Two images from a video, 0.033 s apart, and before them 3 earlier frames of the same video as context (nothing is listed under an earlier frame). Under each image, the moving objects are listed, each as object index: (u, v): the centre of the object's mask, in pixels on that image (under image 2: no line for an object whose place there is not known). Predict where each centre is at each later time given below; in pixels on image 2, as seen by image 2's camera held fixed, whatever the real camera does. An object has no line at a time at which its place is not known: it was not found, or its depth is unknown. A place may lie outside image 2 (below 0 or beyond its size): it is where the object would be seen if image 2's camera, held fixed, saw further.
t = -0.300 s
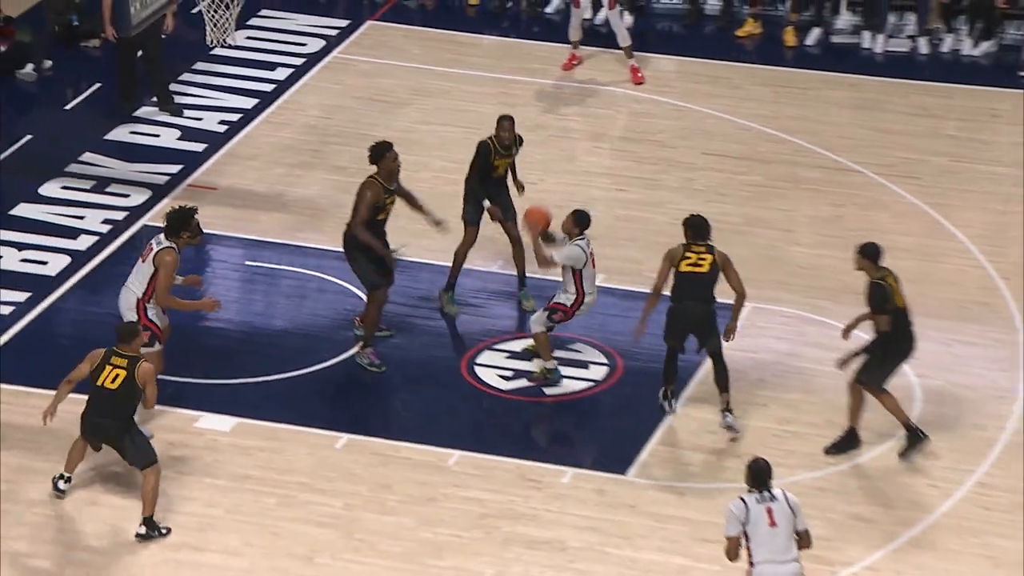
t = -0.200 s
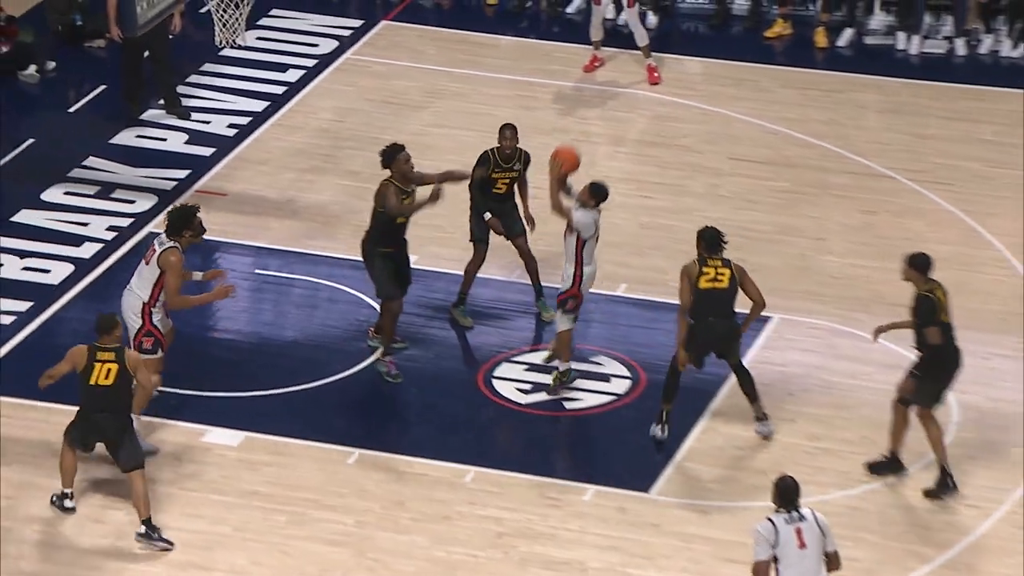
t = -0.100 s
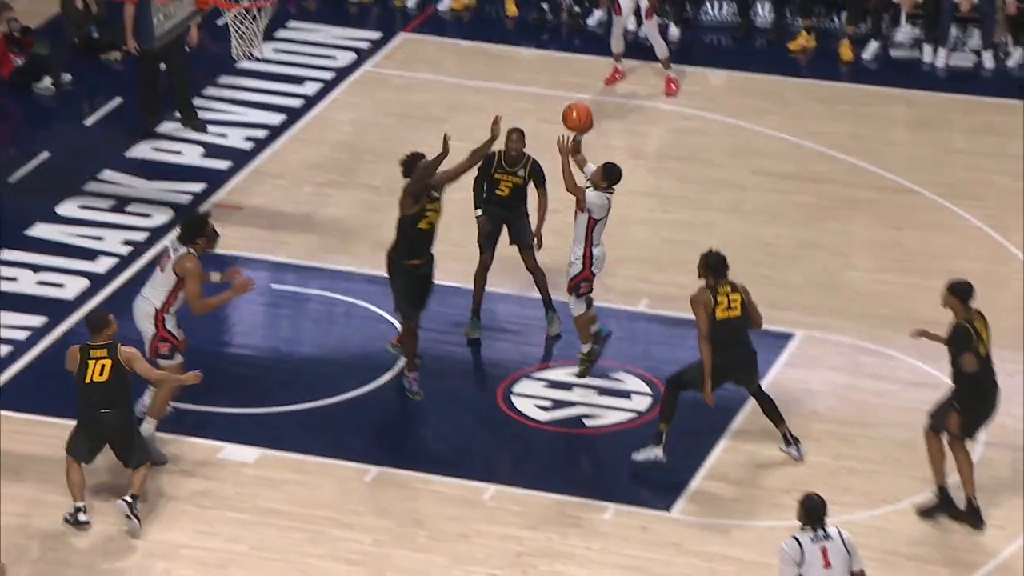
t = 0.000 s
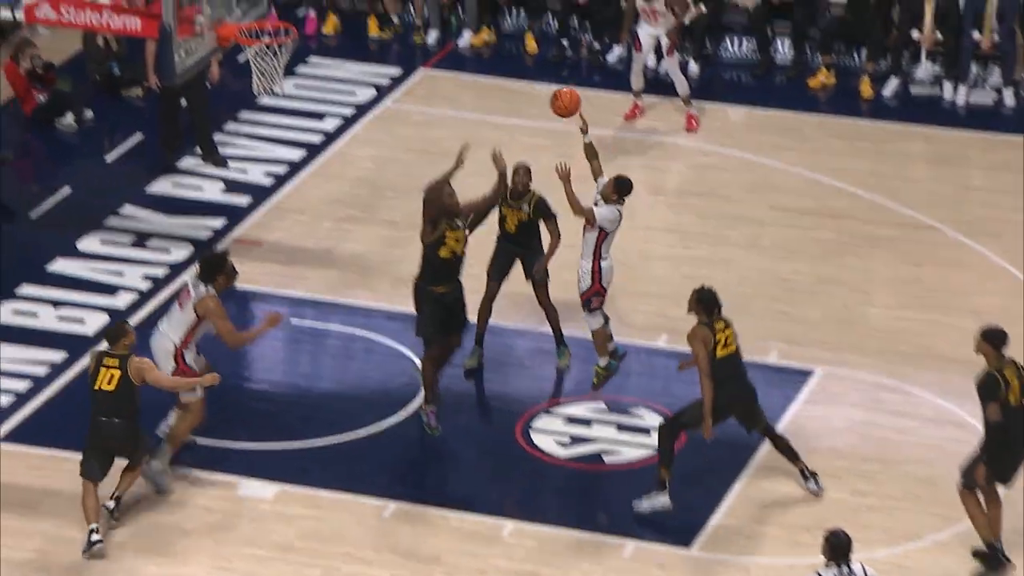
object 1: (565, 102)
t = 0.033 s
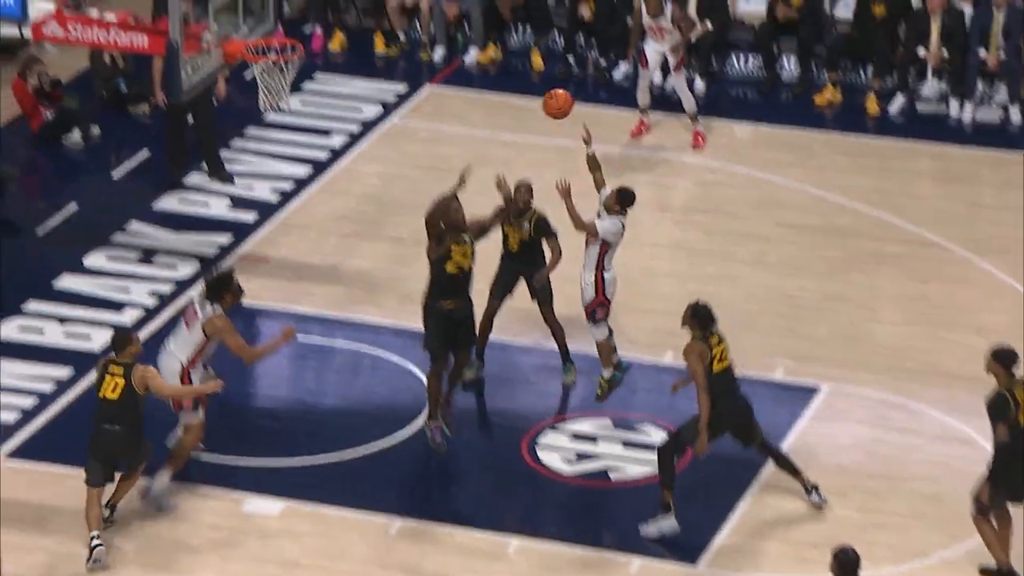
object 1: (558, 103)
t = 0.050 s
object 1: (551, 96)
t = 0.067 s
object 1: (544, 89)
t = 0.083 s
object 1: (537, 84)
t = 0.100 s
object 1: (530, 78)
